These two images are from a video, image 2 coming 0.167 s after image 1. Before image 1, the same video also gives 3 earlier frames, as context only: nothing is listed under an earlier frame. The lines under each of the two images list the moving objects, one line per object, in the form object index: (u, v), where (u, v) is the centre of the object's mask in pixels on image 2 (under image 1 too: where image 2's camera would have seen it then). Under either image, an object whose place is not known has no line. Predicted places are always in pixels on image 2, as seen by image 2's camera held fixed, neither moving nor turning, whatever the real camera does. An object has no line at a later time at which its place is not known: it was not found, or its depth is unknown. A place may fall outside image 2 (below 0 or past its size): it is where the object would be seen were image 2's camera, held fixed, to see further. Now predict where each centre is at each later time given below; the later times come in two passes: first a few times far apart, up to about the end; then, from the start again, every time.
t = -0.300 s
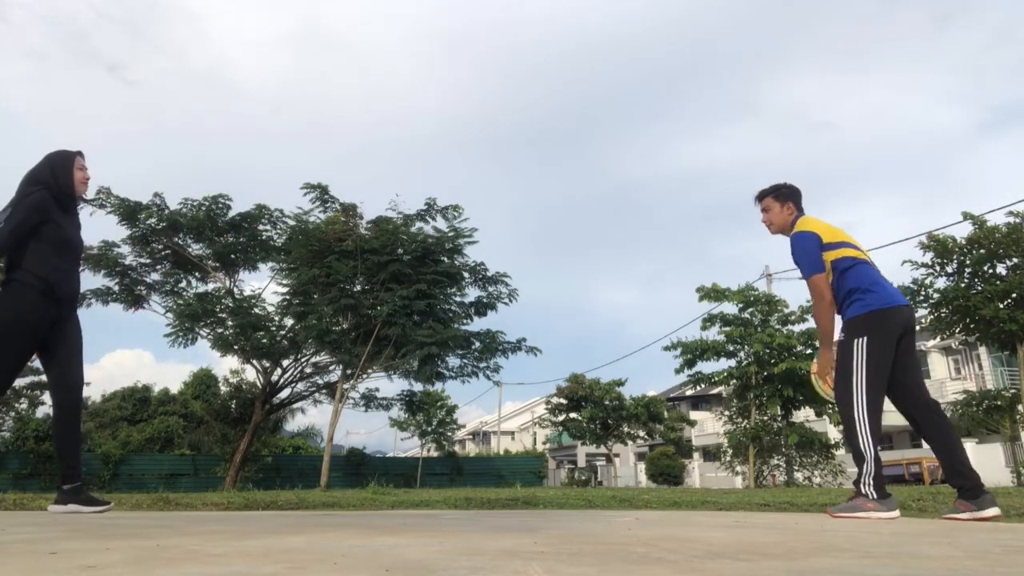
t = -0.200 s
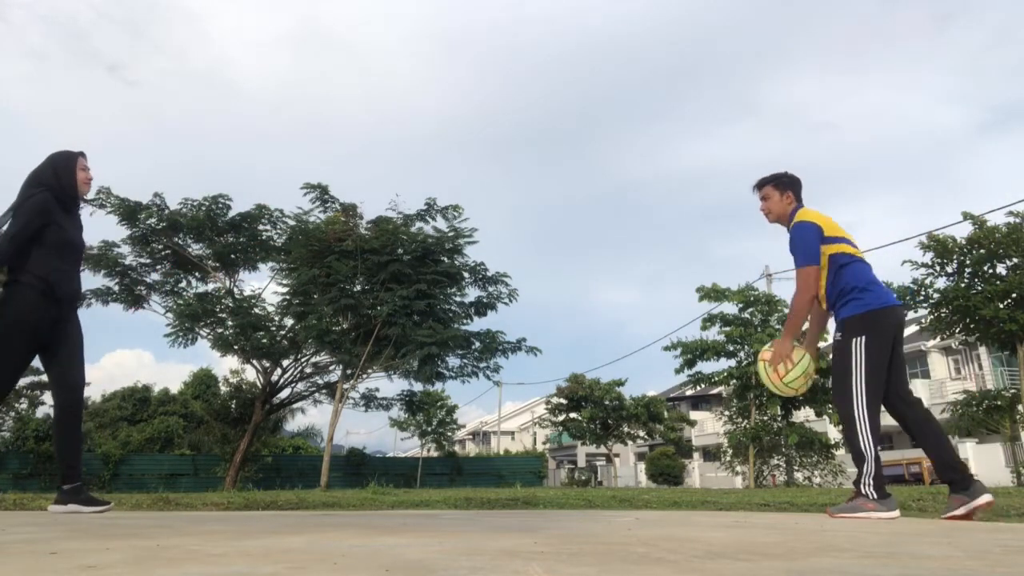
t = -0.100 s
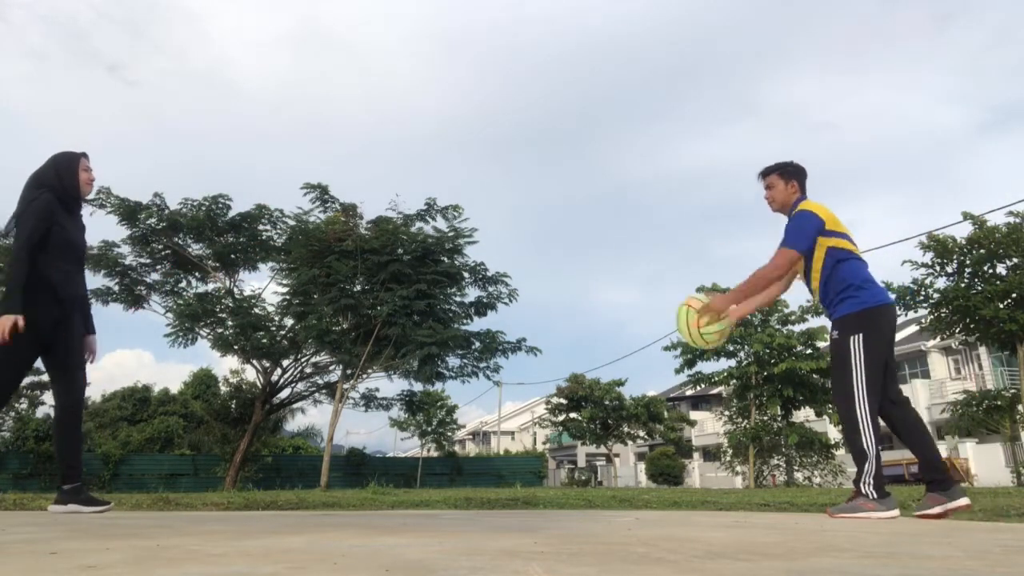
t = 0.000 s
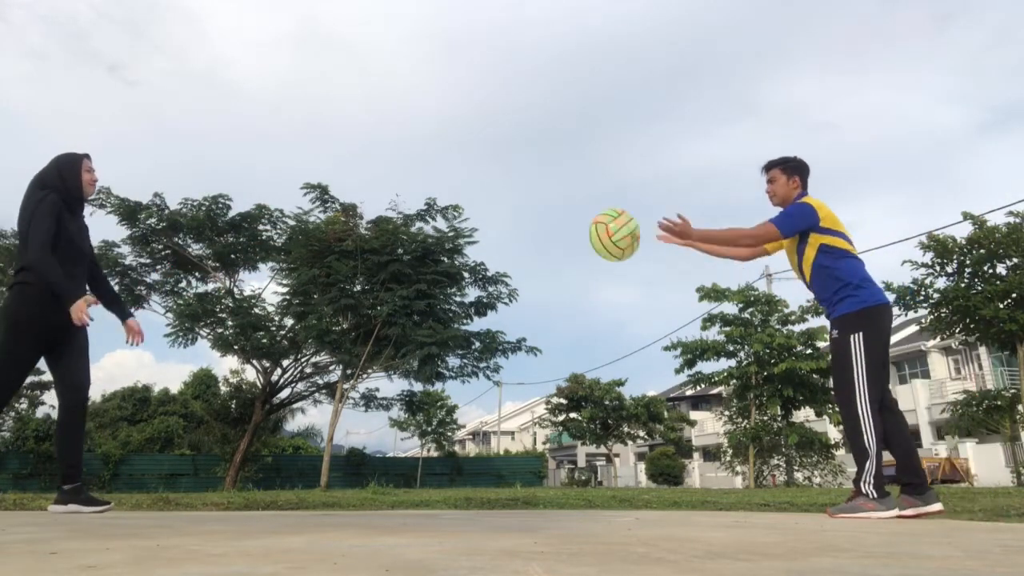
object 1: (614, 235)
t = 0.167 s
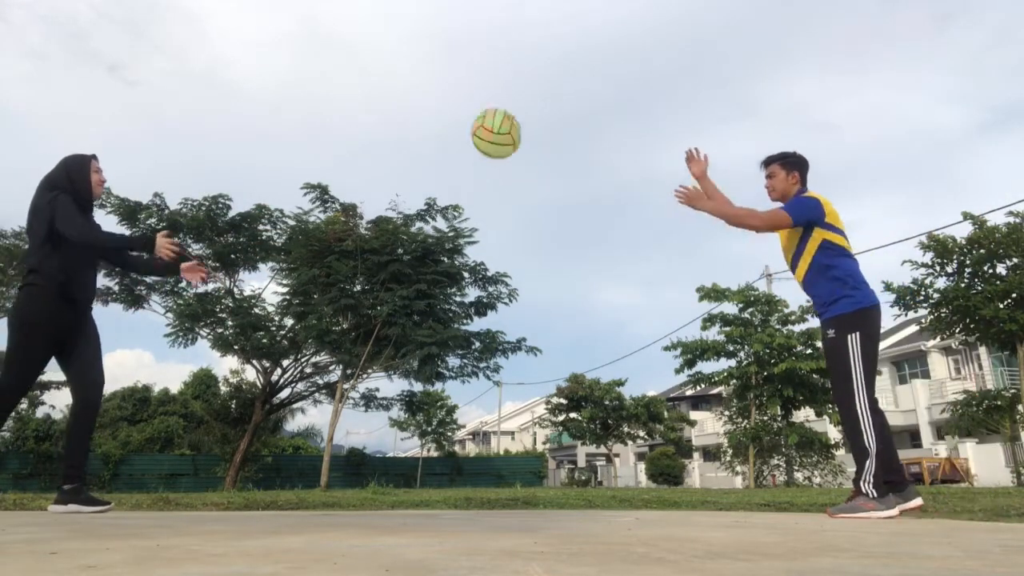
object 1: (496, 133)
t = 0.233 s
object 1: (455, 107)
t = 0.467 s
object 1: (319, 73)
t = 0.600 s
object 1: (243, 94)
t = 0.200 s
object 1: (475, 119)
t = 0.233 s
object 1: (455, 107)
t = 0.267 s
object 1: (435, 97)
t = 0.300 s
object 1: (415, 88)
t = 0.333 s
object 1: (395, 81)
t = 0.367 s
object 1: (376, 76)
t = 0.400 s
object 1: (357, 73)
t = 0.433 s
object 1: (338, 72)
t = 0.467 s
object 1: (319, 73)
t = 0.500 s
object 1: (300, 76)
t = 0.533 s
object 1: (281, 80)
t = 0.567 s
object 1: (262, 87)
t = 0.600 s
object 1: (243, 94)
